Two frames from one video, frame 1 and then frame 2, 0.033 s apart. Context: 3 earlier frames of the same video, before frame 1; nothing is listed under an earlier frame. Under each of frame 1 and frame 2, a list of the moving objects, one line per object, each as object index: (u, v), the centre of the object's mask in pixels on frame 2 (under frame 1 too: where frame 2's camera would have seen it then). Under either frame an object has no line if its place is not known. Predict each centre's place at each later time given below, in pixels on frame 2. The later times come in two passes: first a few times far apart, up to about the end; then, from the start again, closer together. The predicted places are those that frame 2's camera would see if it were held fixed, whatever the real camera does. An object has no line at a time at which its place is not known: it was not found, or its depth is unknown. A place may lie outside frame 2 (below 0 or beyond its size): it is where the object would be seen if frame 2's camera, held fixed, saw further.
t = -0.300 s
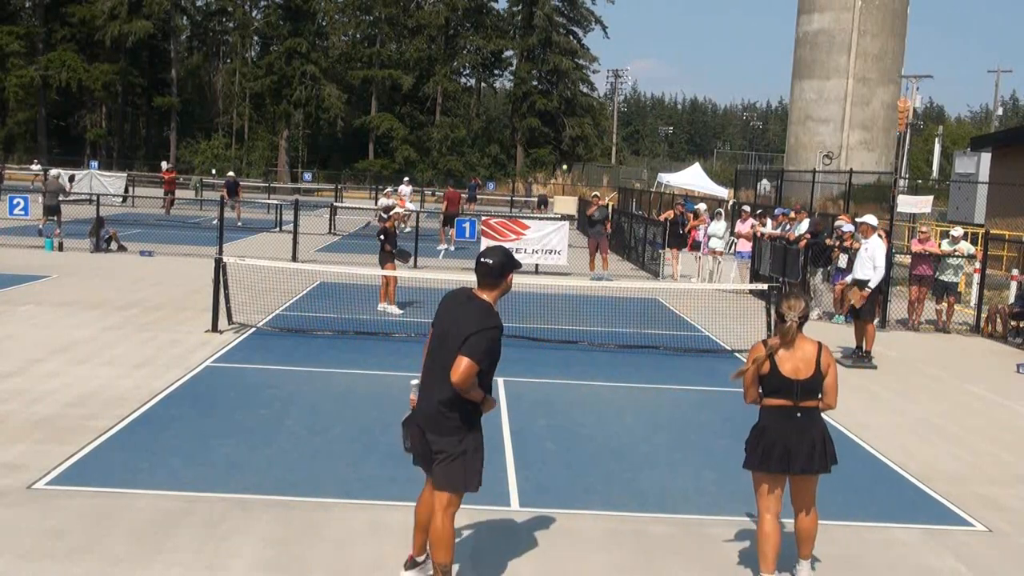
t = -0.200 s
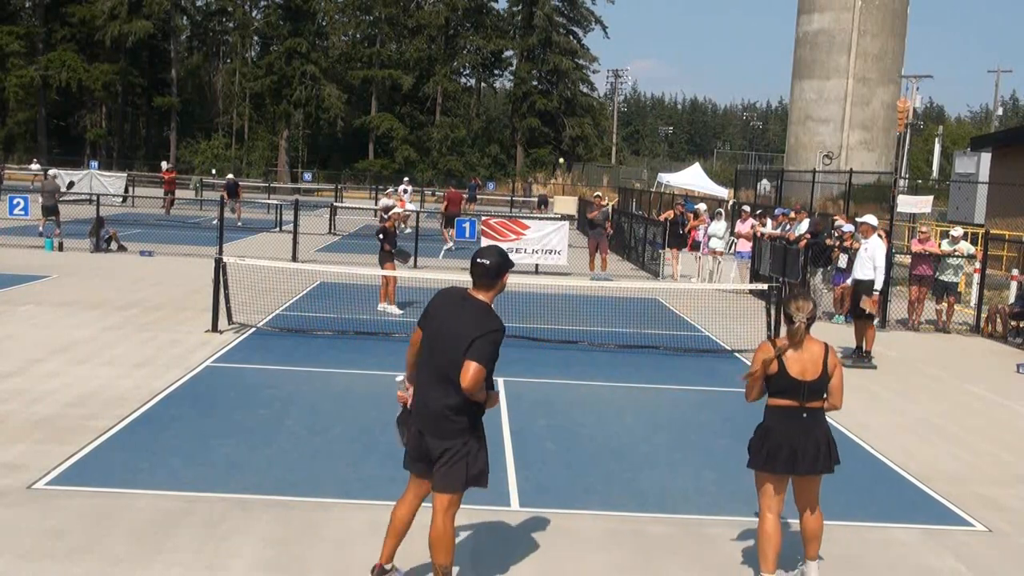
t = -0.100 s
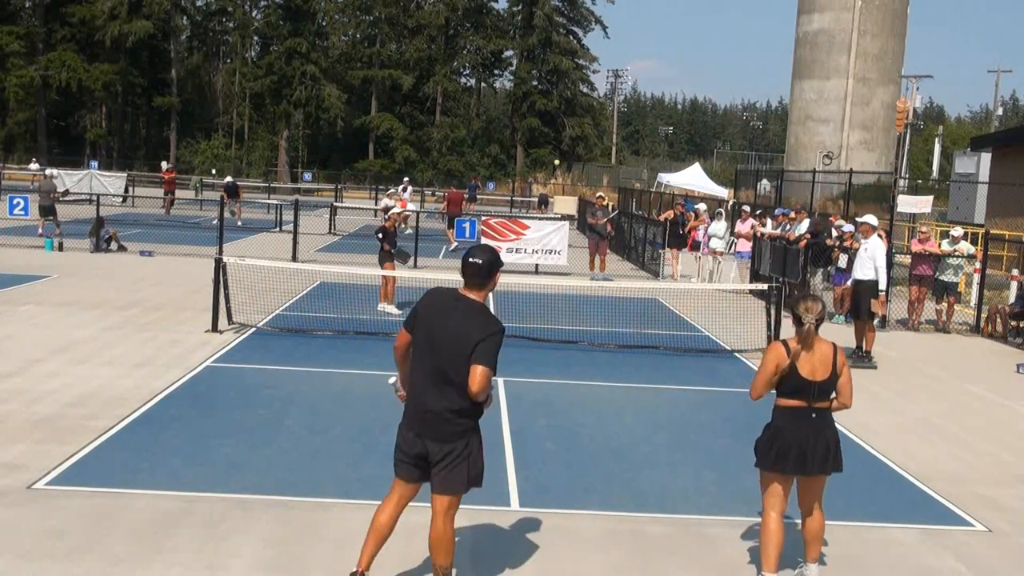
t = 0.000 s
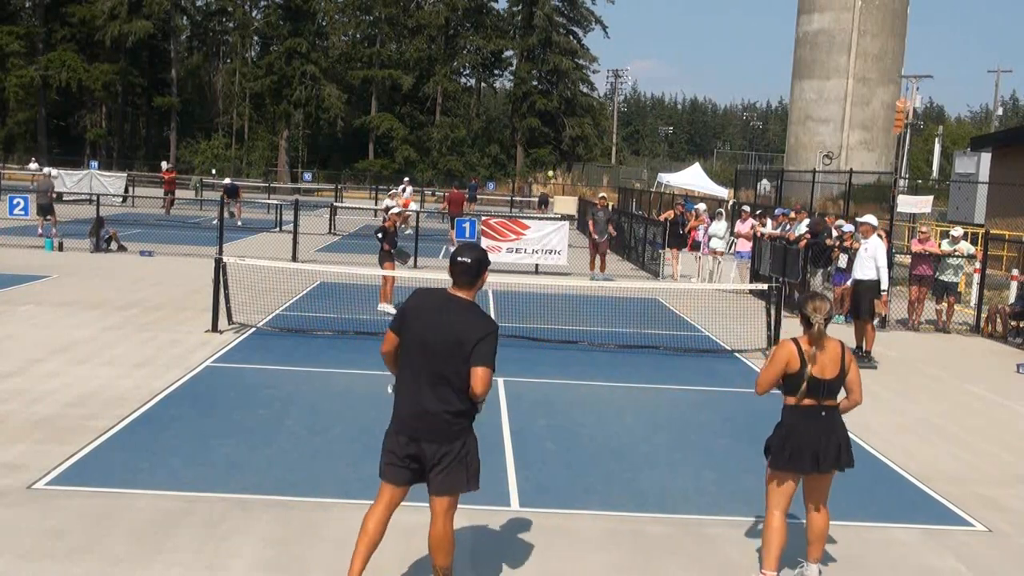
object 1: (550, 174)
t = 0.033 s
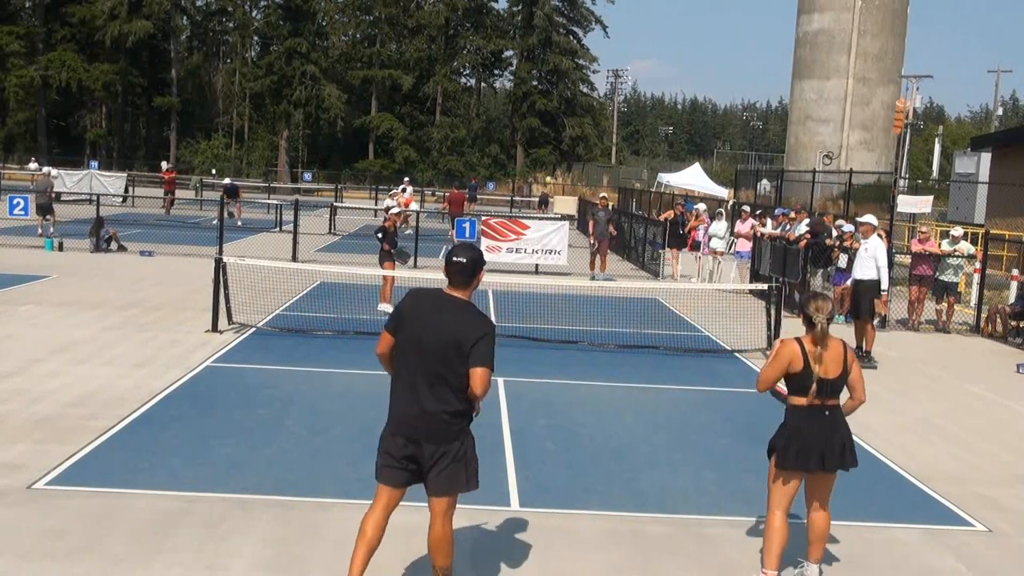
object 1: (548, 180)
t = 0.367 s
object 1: (515, 320)
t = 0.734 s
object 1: (479, 329)
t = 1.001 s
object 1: (445, 350)
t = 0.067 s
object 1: (545, 187)
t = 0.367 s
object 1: (515, 320)
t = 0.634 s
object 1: (489, 343)
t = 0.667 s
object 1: (485, 338)
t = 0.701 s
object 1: (483, 333)
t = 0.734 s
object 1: (479, 329)
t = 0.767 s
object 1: (475, 326)
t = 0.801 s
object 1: (472, 324)
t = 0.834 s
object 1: (468, 324)
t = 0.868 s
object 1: (464, 326)
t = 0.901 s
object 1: (460, 329)
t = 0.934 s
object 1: (455, 333)
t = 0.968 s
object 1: (450, 340)
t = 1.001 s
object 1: (445, 350)
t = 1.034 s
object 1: (440, 360)
